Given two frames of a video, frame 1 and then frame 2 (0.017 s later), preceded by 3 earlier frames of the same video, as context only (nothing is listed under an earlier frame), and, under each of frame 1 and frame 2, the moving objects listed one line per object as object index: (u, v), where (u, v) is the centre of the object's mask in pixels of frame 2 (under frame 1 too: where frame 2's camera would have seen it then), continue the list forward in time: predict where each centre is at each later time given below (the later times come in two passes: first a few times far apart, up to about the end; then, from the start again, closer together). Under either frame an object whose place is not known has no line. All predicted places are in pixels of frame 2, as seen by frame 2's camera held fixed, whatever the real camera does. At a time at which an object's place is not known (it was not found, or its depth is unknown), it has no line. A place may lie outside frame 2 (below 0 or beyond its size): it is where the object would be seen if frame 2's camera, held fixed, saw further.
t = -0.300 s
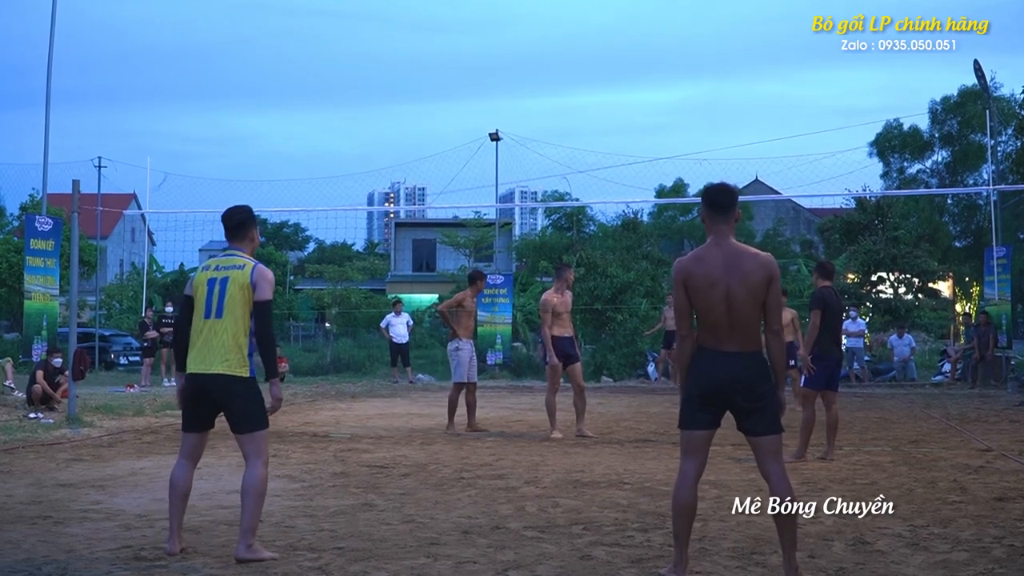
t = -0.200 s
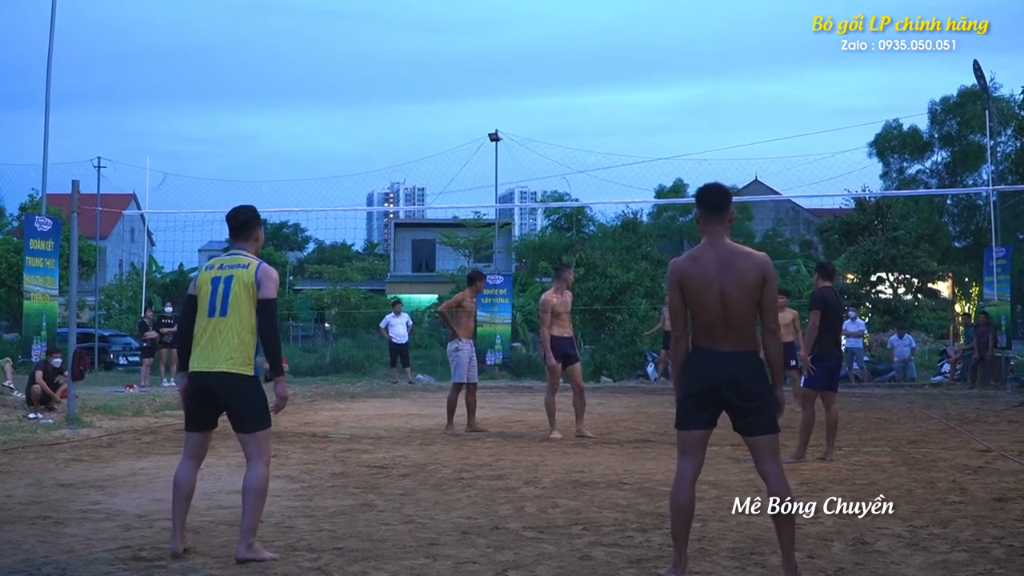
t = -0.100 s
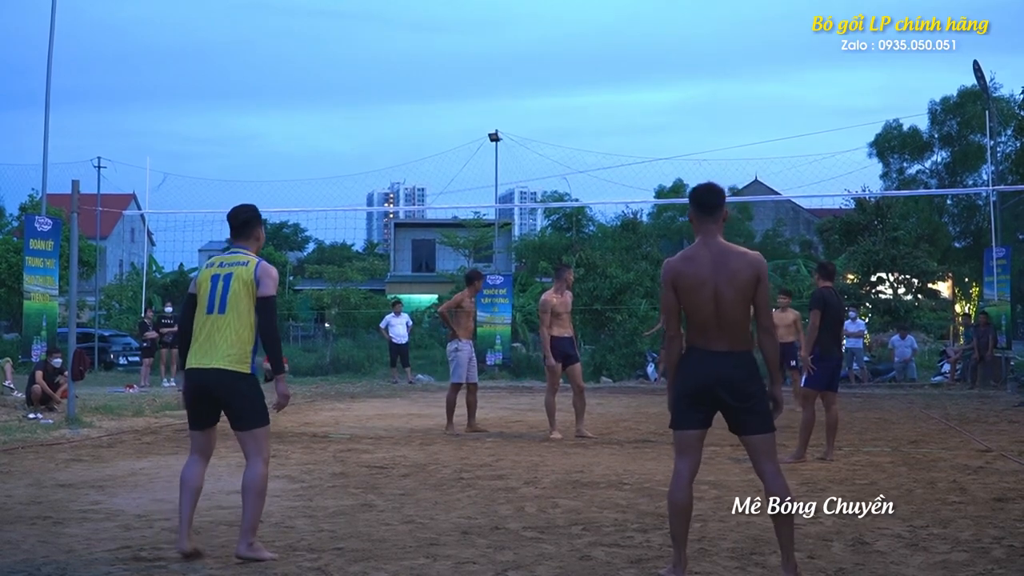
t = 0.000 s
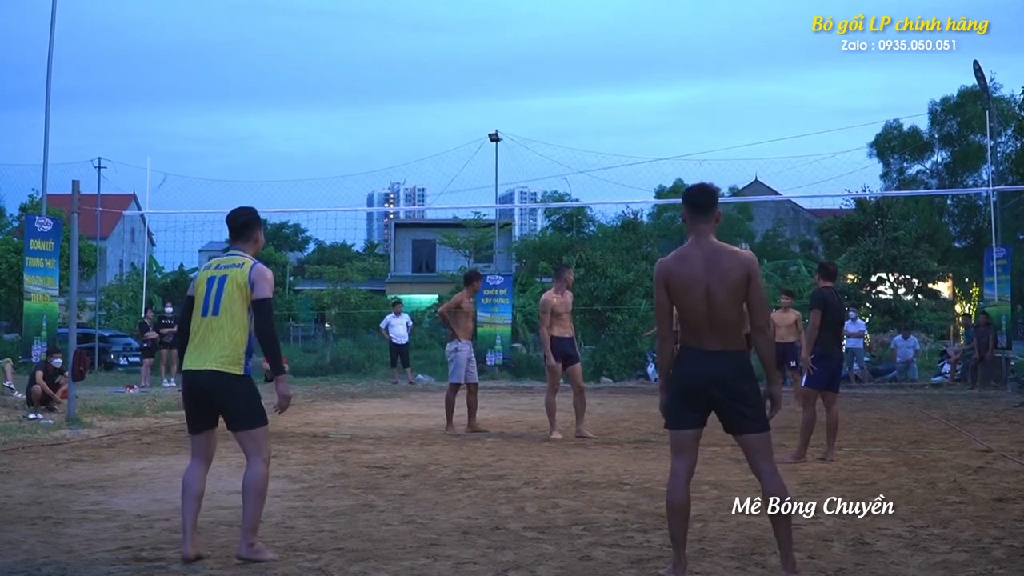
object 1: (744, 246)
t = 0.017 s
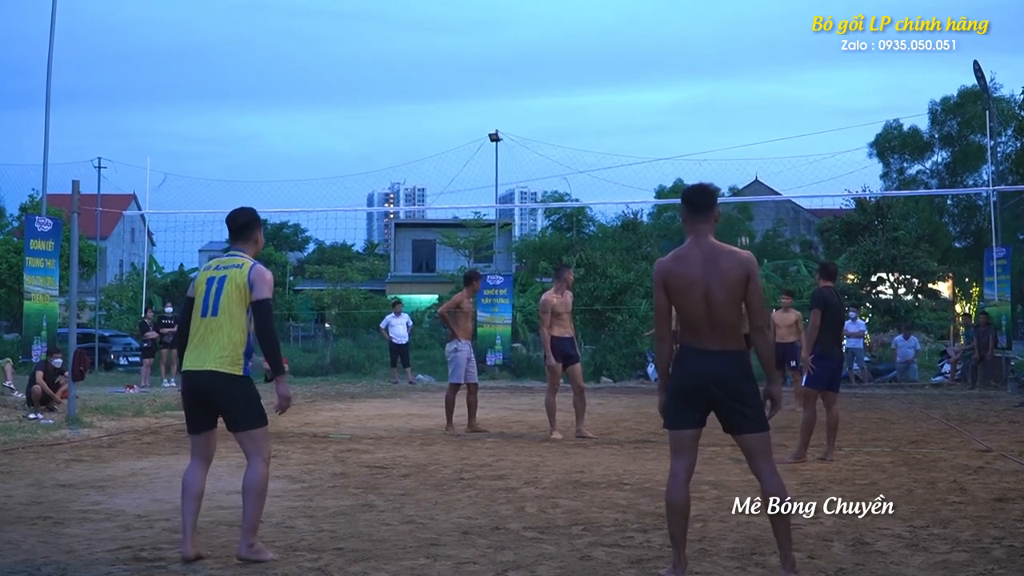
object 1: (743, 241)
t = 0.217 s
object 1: (739, 175)
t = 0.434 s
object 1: (734, 126)
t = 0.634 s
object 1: (731, 103)
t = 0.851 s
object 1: (727, 102)
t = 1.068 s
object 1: (722, 126)
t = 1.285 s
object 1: (718, 177)
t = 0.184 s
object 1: (739, 187)
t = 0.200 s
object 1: (739, 180)
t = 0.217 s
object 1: (739, 175)
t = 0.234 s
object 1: (738, 171)
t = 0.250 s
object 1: (738, 166)
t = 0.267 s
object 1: (737, 161)
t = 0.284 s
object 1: (737, 158)
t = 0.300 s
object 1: (737, 153)
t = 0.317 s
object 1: (737, 149)
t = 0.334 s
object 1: (736, 146)
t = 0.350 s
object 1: (736, 142)
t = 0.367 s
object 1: (736, 139)
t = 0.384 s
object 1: (735, 135)
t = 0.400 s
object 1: (735, 132)
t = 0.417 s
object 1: (735, 129)
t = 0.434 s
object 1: (734, 126)
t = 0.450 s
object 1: (734, 123)
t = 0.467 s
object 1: (734, 121)
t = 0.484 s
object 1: (733, 118)
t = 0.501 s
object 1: (733, 116)
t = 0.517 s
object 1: (733, 114)
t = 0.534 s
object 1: (732, 112)
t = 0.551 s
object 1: (732, 110)
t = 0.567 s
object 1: (732, 108)
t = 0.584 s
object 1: (731, 107)
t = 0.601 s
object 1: (731, 105)
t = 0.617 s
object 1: (731, 104)
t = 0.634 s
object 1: (731, 103)
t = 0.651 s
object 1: (730, 102)
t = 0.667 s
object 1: (730, 101)
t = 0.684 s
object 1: (729, 101)
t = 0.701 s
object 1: (729, 100)
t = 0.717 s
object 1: (729, 100)
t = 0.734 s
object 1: (729, 99)
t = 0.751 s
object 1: (728, 99)
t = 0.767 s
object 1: (728, 99)
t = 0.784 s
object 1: (728, 99)
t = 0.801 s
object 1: (728, 100)
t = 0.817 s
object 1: (727, 100)
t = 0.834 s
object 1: (727, 101)
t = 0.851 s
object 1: (727, 102)
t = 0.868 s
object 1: (726, 103)
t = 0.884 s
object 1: (726, 104)
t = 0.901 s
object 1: (725, 105)
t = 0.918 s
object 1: (725, 106)
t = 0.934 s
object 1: (725, 108)
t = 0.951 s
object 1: (724, 110)
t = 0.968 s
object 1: (724, 112)
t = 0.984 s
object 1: (724, 114)
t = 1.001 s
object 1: (724, 116)
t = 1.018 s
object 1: (723, 118)
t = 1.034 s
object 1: (723, 121)
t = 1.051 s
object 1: (723, 124)
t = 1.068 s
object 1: (722, 126)
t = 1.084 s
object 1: (722, 129)
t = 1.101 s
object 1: (722, 132)
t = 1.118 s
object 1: (721, 135)
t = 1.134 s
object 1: (721, 139)
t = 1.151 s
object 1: (720, 143)
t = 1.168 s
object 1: (720, 146)
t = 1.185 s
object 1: (720, 150)
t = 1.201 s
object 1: (719, 154)
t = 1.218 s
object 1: (719, 158)
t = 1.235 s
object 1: (719, 163)
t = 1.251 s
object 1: (719, 167)
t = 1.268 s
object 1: (718, 172)
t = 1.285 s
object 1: (718, 177)
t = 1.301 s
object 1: (718, 181)
